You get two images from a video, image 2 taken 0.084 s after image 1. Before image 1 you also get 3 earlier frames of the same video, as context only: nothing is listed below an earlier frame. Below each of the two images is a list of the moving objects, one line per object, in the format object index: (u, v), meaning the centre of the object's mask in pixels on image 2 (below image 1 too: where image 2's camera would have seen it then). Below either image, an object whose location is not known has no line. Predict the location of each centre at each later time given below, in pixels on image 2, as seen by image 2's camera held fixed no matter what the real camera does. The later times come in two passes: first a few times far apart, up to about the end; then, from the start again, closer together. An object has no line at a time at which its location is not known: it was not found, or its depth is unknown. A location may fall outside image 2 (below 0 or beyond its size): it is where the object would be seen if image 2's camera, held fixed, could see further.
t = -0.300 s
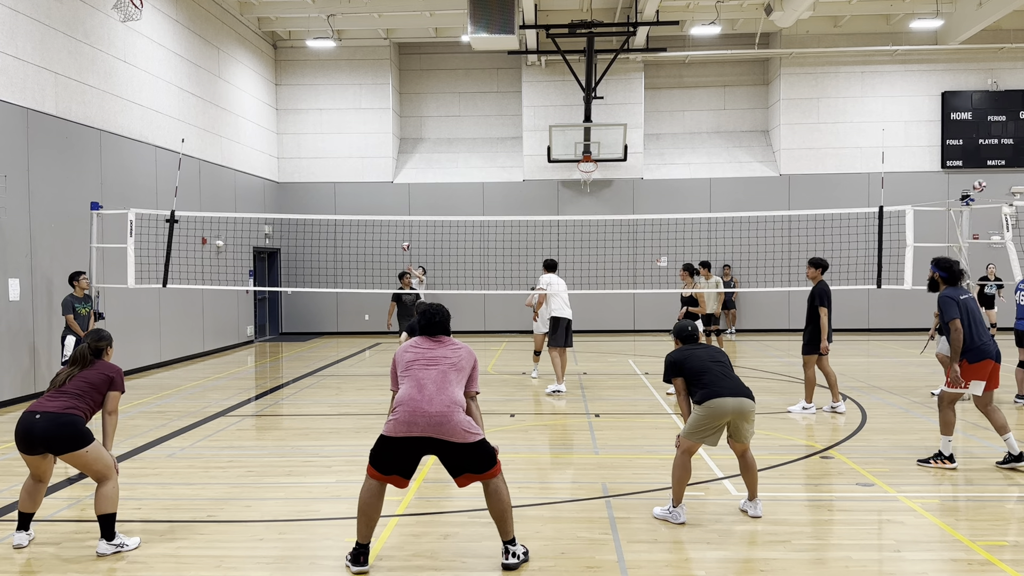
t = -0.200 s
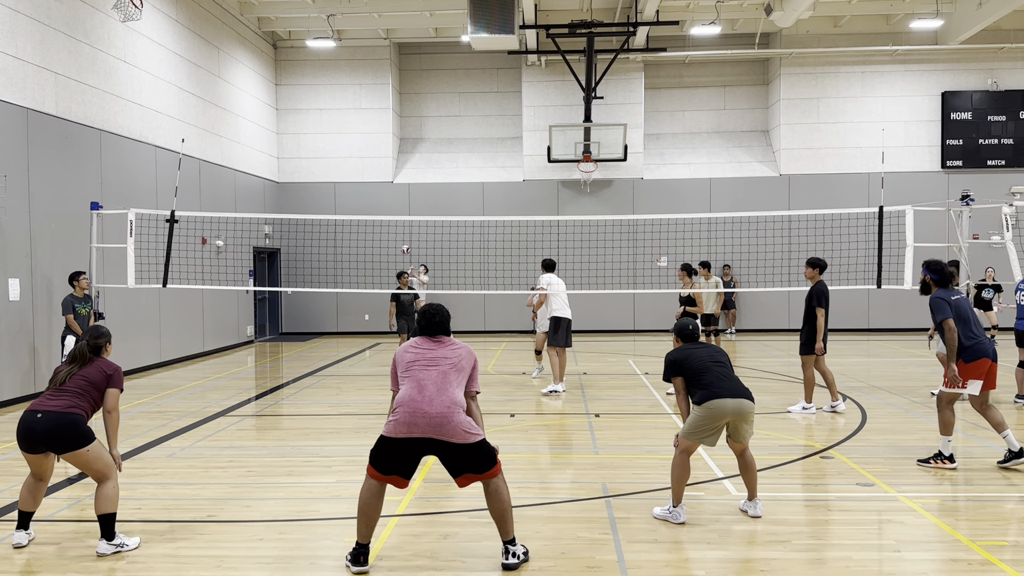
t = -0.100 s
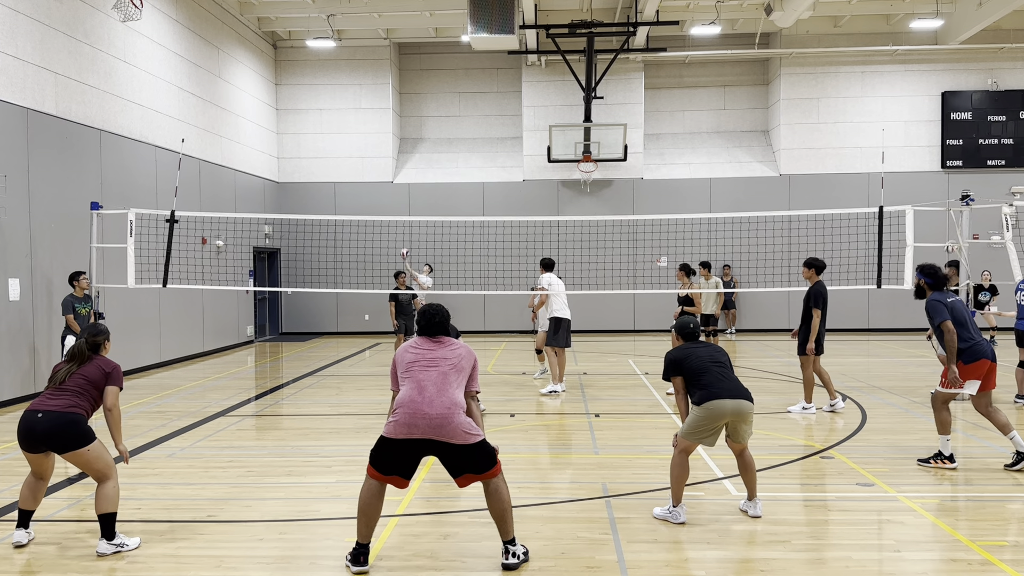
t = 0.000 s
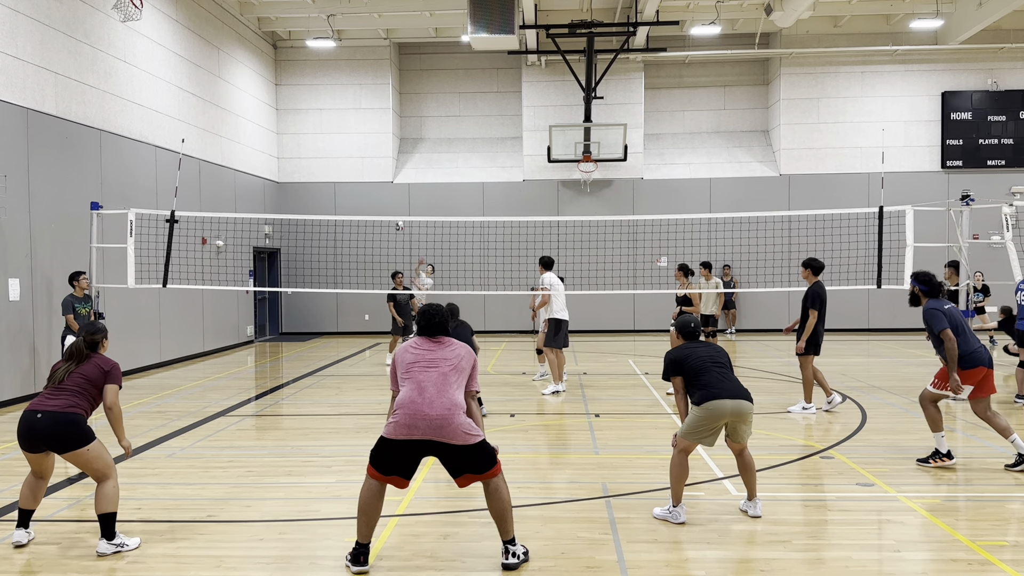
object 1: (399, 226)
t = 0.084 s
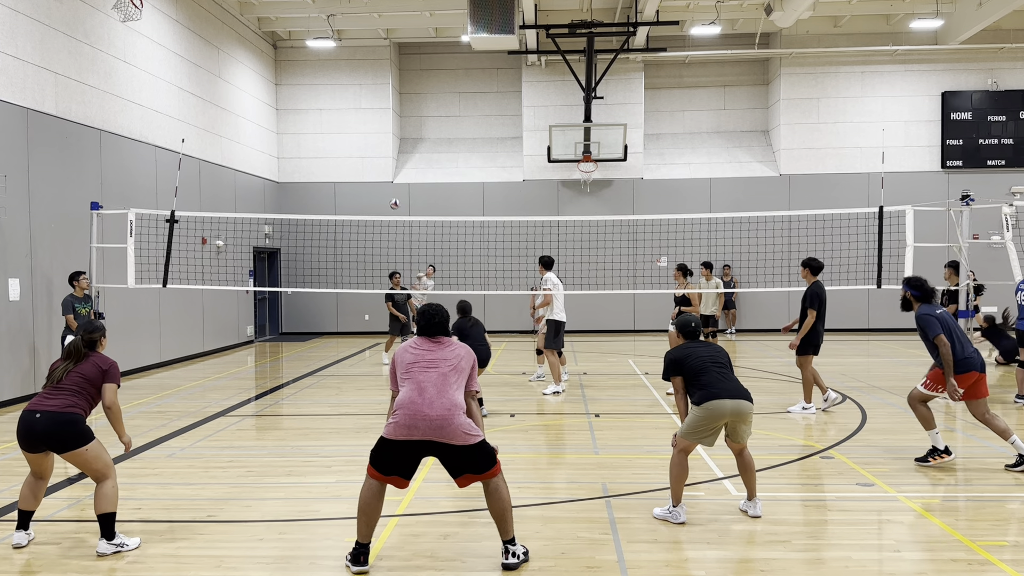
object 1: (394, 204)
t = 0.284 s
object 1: (379, 156)
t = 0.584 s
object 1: (341, 108)
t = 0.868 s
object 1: (281, 105)
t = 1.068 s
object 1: (214, 160)
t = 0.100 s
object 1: (393, 199)
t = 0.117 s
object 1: (392, 195)
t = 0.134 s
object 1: (391, 191)
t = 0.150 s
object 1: (390, 187)
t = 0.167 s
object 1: (388, 183)
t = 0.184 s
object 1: (387, 179)
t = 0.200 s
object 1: (386, 175)
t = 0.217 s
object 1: (385, 170)
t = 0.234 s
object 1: (383, 167)
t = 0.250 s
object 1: (382, 163)
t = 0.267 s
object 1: (380, 159)
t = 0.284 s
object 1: (379, 156)
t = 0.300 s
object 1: (377, 152)
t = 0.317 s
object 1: (376, 149)
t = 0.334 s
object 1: (374, 145)
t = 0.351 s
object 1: (372, 142)
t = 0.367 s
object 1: (371, 139)
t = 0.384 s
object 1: (369, 136)
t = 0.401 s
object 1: (367, 133)
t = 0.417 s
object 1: (365, 130)
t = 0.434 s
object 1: (363, 127)
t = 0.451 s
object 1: (361, 125)
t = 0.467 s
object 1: (359, 122)
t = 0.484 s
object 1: (357, 120)
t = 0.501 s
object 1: (354, 118)
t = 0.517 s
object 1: (351, 115)
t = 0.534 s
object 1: (349, 113)
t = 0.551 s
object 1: (346, 111)
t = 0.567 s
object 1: (344, 109)
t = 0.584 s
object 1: (341, 108)
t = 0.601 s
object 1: (338, 106)
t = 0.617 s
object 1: (335, 104)
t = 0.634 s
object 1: (332, 103)
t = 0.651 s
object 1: (329, 102)
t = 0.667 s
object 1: (326, 101)
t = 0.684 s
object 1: (323, 101)
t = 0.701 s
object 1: (319, 100)
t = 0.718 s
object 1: (315, 99)
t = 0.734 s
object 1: (312, 99)
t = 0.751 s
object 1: (309, 99)
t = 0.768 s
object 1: (305, 99)
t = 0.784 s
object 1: (301, 99)
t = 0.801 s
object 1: (297, 100)
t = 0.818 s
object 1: (293, 101)
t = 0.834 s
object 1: (289, 102)
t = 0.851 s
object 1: (285, 103)
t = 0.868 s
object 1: (281, 105)
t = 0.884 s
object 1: (277, 107)
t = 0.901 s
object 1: (272, 109)
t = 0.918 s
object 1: (267, 113)
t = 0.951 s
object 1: (258, 120)
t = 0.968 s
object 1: (252, 124)
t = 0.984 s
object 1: (246, 128)
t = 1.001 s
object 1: (240, 134)
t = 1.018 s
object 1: (234, 140)
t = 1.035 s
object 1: (228, 145)
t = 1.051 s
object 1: (221, 152)
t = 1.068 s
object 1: (214, 160)
